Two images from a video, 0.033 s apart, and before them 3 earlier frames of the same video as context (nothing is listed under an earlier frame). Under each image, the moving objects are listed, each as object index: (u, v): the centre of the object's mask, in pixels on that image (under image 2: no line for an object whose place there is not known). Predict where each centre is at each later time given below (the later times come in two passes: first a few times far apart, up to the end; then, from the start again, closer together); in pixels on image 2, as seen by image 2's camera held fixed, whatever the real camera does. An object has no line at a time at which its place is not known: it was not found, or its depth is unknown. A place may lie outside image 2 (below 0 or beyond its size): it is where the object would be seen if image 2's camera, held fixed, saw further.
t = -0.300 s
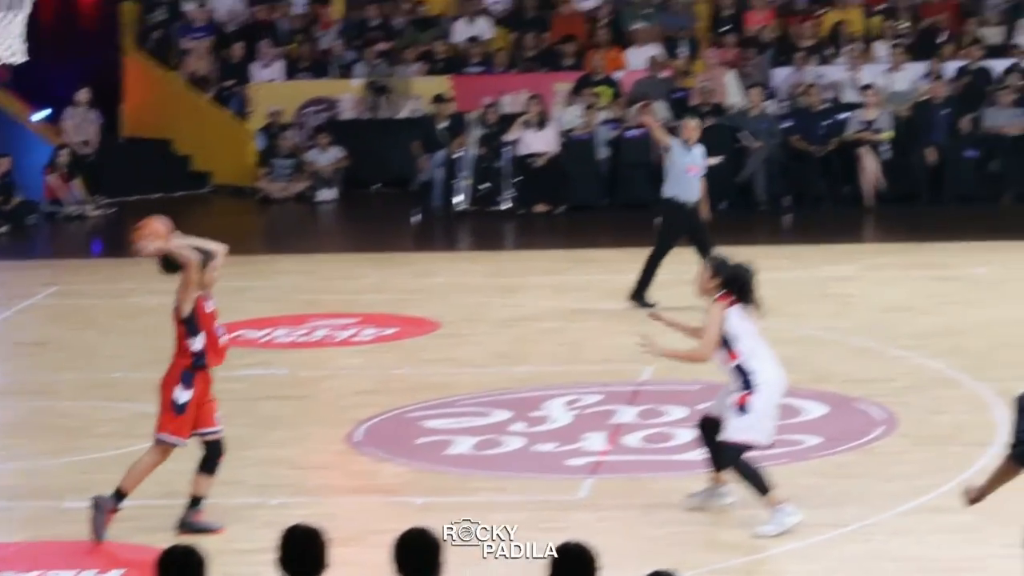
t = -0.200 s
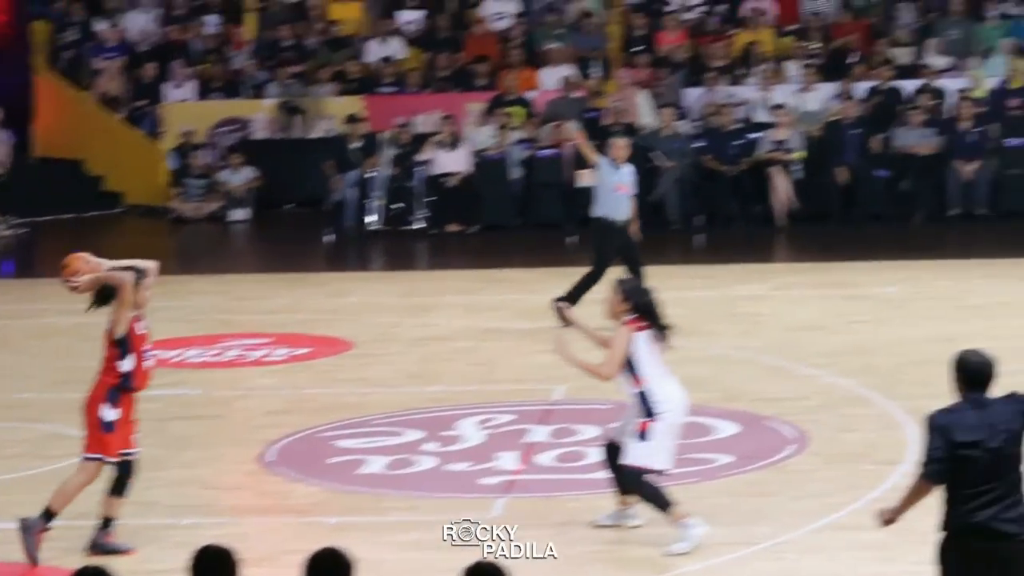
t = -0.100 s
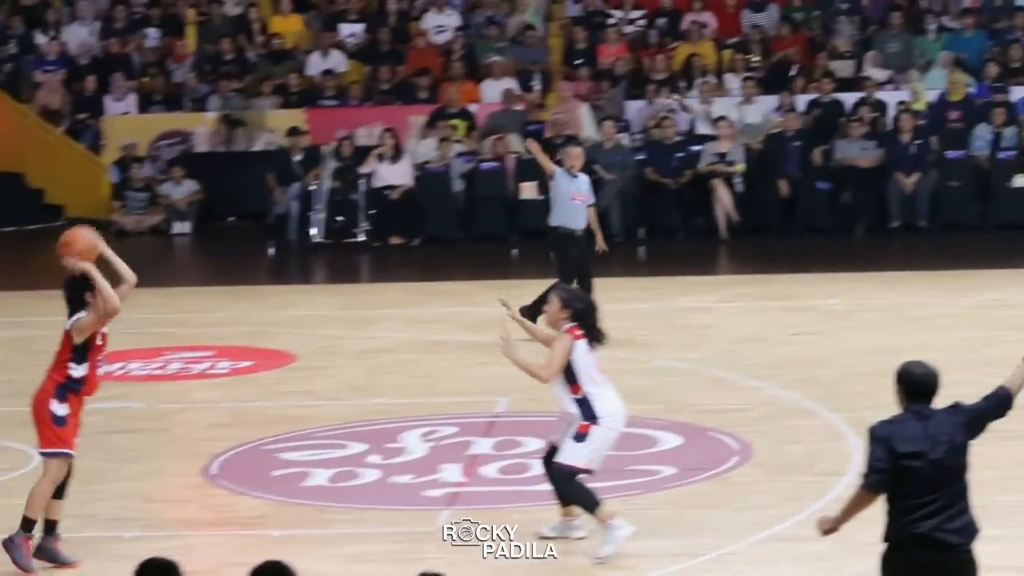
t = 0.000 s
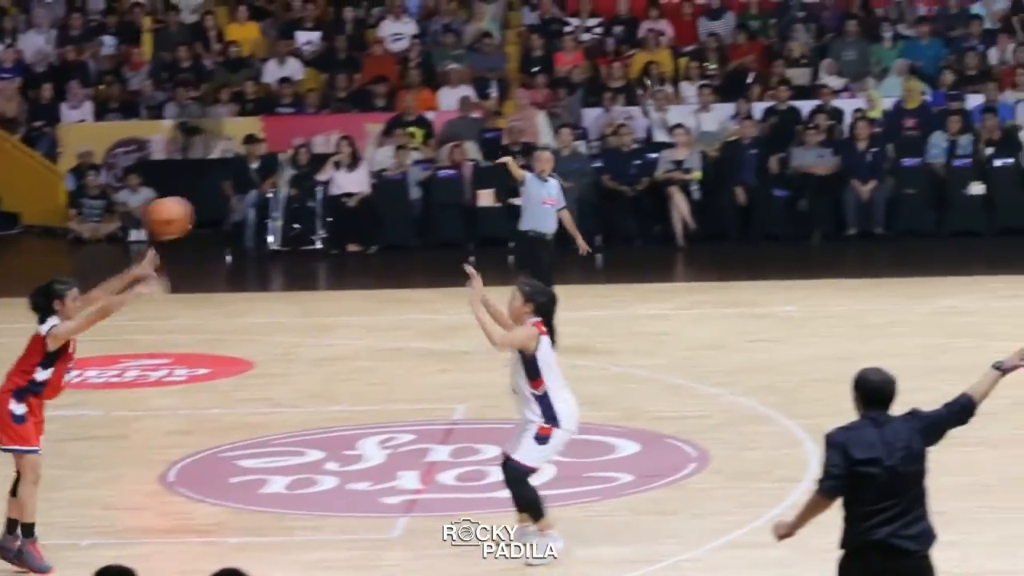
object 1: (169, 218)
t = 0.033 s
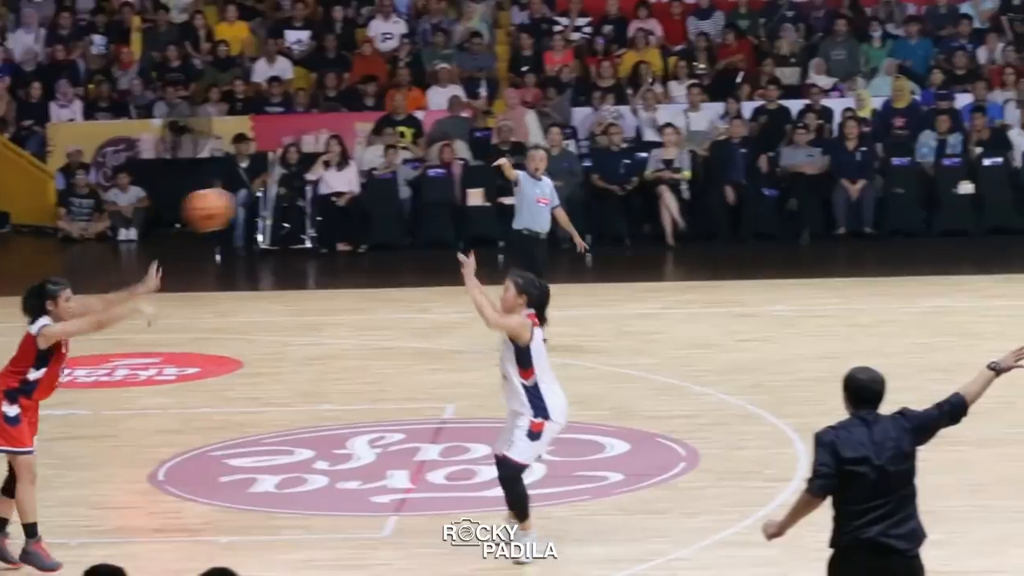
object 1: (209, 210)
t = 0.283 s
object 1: (606, 216)
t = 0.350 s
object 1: (716, 236)
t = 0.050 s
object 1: (234, 207)
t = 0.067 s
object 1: (261, 204)
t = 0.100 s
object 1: (312, 202)
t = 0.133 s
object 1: (366, 200)
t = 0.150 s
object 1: (391, 200)
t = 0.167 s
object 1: (417, 199)
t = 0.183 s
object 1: (443, 200)
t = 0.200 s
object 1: (470, 201)
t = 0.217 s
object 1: (498, 204)
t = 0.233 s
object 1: (522, 204)
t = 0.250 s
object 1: (548, 208)
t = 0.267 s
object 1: (578, 212)
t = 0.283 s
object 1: (606, 216)
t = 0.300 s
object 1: (633, 220)
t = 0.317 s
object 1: (660, 225)
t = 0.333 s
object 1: (687, 231)
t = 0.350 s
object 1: (716, 236)
